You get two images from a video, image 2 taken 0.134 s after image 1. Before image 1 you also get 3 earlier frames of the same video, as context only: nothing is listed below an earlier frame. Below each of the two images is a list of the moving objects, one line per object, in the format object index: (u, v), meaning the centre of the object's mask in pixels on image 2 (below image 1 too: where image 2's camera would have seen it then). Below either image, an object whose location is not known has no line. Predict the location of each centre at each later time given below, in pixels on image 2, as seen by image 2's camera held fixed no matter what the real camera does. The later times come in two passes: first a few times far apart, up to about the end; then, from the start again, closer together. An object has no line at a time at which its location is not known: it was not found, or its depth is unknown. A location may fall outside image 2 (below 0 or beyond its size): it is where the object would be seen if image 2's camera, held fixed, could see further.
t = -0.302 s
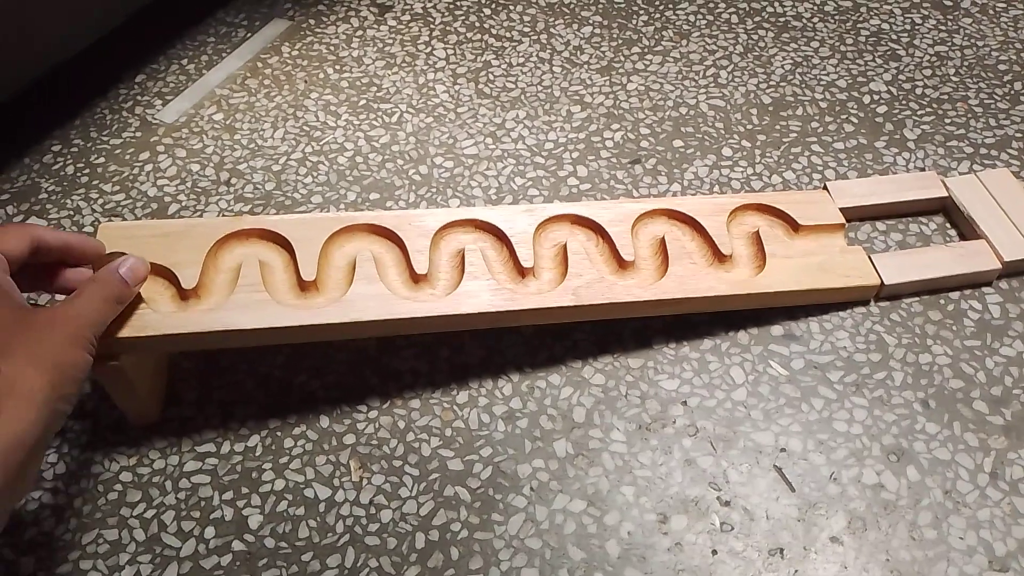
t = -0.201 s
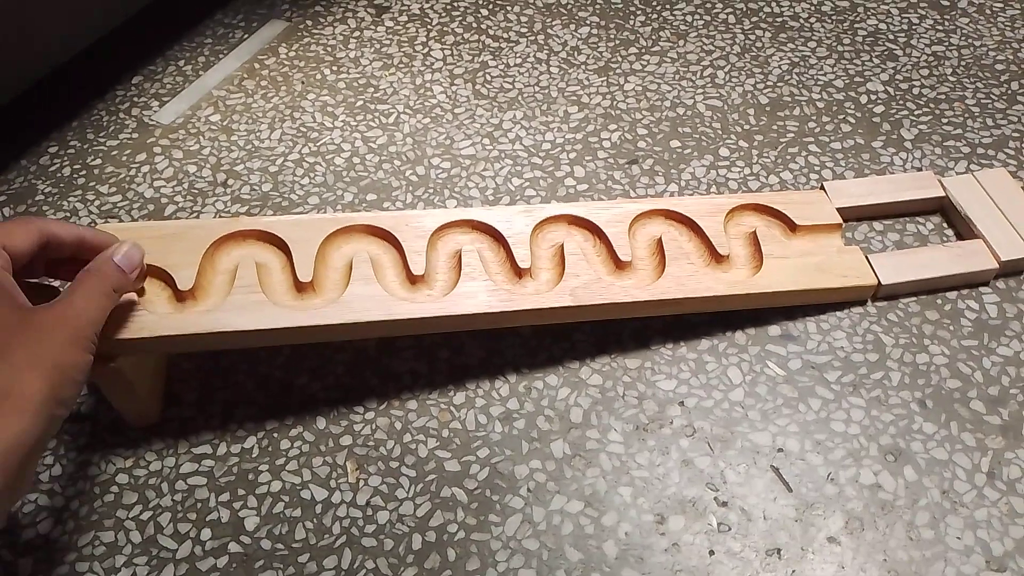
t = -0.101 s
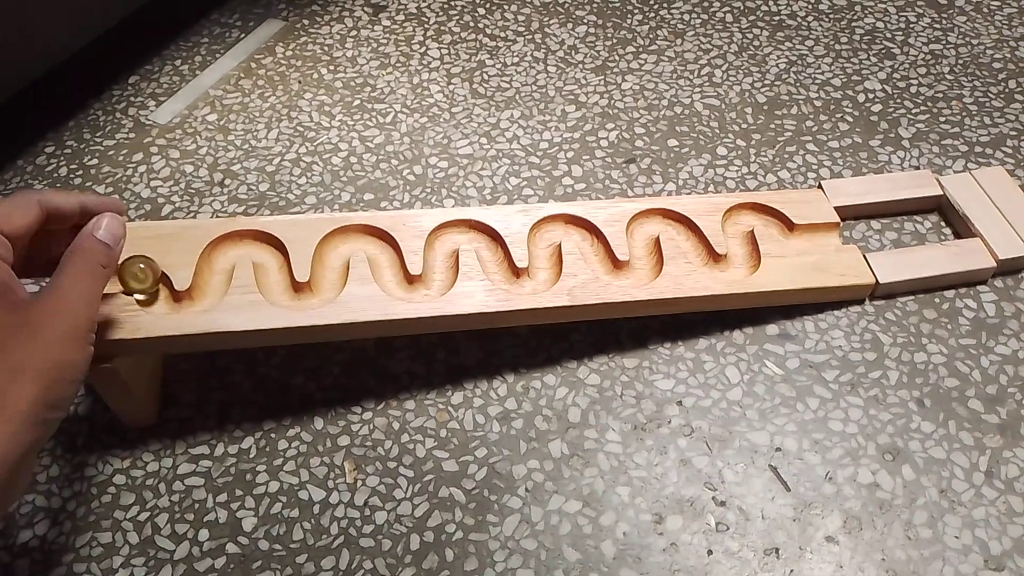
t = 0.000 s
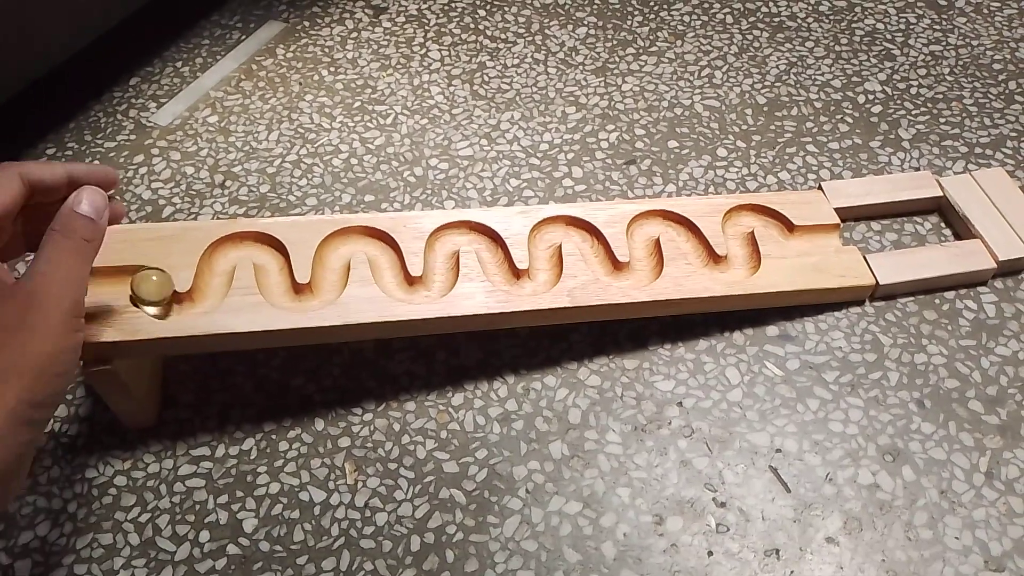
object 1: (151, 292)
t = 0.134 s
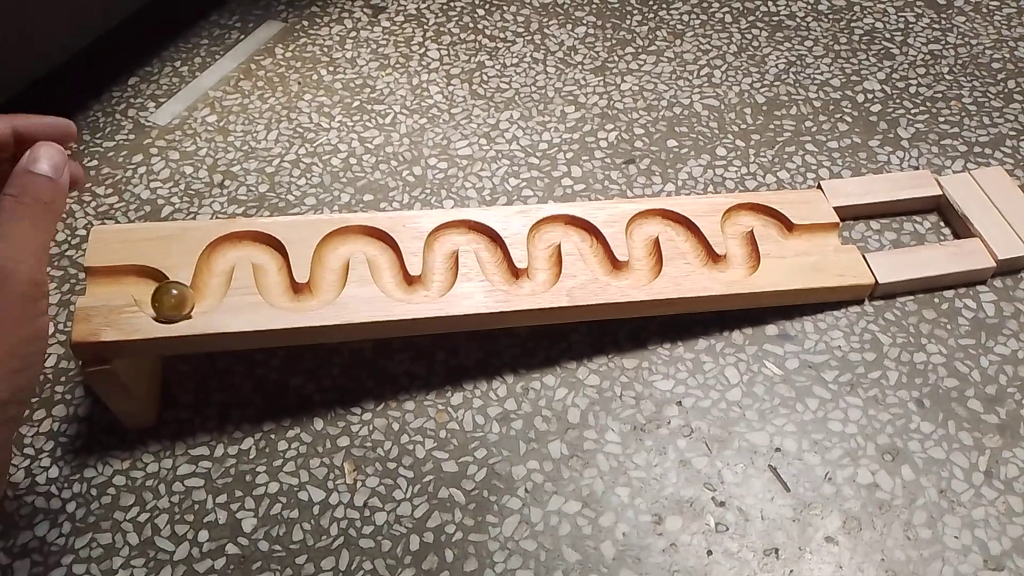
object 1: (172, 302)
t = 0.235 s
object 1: (201, 293)
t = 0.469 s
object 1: (224, 249)
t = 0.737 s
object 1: (276, 285)
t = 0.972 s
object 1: (328, 267)
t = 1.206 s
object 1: (384, 251)
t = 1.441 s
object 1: (437, 276)
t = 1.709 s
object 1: (472, 228)
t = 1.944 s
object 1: (520, 277)
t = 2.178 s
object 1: (546, 230)
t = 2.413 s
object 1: (600, 253)
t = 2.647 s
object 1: (646, 245)
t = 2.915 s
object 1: (687, 228)
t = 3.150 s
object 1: (740, 260)
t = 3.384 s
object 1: (744, 212)
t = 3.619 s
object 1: (814, 231)
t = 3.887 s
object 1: (935, 219)
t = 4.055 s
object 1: (953, 226)
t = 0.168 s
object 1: (182, 301)
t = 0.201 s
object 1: (192, 299)
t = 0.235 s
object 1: (201, 293)
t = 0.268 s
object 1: (204, 290)
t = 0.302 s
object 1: (207, 284)
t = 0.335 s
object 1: (210, 277)
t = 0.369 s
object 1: (212, 270)
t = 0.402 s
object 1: (214, 263)
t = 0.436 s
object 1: (217, 256)
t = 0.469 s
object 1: (224, 249)
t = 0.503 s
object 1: (235, 244)
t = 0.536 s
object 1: (249, 243)
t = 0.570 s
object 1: (260, 246)
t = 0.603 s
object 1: (267, 255)
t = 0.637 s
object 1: (269, 263)
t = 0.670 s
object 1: (271, 271)
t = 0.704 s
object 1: (273, 279)
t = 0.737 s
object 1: (276, 285)
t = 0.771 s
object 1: (284, 291)
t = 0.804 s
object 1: (297, 294)
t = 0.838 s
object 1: (310, 292)
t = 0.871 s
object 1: (323, 283)
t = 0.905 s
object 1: (327, 274)
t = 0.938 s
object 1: (328, 267)
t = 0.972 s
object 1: (328, 267)
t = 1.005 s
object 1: (329, 259)
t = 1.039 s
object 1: (333, 244)
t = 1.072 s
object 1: (340, 237)
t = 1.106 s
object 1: (350, 233)
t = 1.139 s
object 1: (362, 232)
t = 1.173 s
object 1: (372, 235)
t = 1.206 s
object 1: (384, 251)
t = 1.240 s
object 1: (386, 259)
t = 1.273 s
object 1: (389, 268)
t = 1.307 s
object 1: (393, 277)
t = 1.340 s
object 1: (402, 283)
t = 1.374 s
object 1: (415, 285)
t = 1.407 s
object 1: (428, 282)
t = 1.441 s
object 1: (437, 276)
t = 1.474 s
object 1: (440, 268)
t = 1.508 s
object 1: (439, 268)
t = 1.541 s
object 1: (440, 252)
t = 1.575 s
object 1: (440, 251)
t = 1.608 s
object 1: (444, 236)
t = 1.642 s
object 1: (450, 230)
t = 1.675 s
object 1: (461, 227)
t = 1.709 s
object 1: (472, 228)
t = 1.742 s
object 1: (482, 234)
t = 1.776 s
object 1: (488, 245)
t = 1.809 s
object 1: (493, 248)
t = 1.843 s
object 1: (496, 261)
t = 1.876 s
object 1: (500, 267)
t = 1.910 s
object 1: (508, 274)
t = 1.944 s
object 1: (520, 277)
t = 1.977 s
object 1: (533, 276)
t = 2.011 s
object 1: (543, 270)
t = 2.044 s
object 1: (546, 262)
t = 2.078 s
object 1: (546, 253)
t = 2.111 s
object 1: (544, 252)
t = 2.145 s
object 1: (544, 244)
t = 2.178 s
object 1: (546, 230)
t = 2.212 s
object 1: (553, 223)
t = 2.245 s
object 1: (563, 221)
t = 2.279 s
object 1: (575, 222)
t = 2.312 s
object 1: (585, 232)
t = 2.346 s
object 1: (591, 240)
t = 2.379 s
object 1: (595, 248)
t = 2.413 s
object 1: (600, 253)
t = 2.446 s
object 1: (605, 261)
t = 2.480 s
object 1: (615, 267)
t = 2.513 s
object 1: (626, 270)
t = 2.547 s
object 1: (639, 268)
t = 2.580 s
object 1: (646, 262)
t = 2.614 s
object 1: (647, 253)
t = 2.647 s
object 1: (646, 245)
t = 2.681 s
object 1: (644, 238)
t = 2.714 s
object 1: (643, 230)
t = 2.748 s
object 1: (645, 222)
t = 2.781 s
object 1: (651, 216)
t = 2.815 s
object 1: (661, 215)
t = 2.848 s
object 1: (672, 217)
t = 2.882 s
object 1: (681, 221)
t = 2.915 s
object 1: (687, 228)
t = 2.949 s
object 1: (692, 235)
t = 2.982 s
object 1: (697, 242)
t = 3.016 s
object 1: (702, 249)
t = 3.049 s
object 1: (708, 256)
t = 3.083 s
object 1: (718, 261)
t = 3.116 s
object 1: (730, 262)
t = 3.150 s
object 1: (740, 260)
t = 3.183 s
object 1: (745, 254)
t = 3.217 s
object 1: (745, 246)
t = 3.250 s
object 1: (743, 239)
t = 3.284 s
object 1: (741, 231)
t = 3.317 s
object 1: (739, 224)
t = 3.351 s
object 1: (740, 217)
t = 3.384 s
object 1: (744, 212)
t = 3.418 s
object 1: (751, 209)
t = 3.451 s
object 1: (761, 209)
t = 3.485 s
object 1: (773, 213)
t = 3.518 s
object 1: (781, 220)
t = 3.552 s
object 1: (790, 227)
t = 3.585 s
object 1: (802, 230)
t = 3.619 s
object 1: (814, 231)
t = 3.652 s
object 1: (827, 230)
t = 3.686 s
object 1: (838, 229)
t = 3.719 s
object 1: (851, 228)
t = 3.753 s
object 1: (859, 235)
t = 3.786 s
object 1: (881, 226)
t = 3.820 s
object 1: (898, 228)
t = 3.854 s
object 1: (917, 223)
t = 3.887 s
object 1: (935, 219)
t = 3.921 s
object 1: (946, 225)
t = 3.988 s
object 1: (950, 224)
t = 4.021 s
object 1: (952, 223)
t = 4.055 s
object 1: (953, 226)
